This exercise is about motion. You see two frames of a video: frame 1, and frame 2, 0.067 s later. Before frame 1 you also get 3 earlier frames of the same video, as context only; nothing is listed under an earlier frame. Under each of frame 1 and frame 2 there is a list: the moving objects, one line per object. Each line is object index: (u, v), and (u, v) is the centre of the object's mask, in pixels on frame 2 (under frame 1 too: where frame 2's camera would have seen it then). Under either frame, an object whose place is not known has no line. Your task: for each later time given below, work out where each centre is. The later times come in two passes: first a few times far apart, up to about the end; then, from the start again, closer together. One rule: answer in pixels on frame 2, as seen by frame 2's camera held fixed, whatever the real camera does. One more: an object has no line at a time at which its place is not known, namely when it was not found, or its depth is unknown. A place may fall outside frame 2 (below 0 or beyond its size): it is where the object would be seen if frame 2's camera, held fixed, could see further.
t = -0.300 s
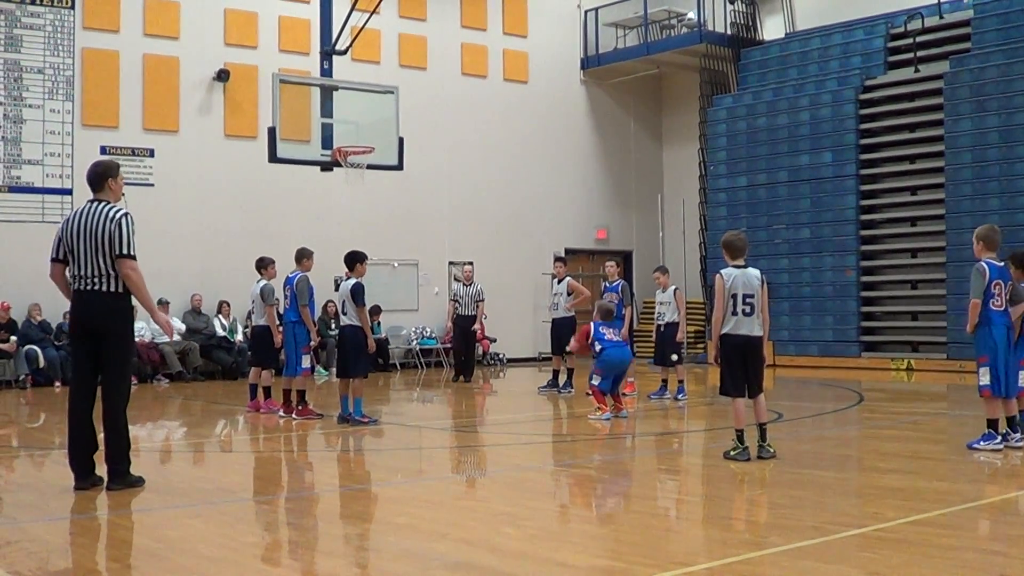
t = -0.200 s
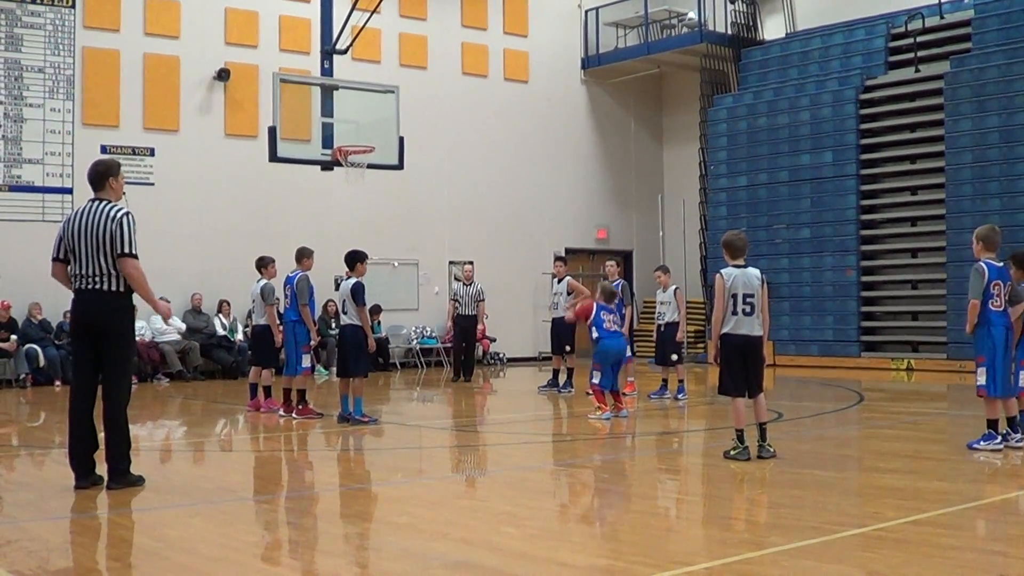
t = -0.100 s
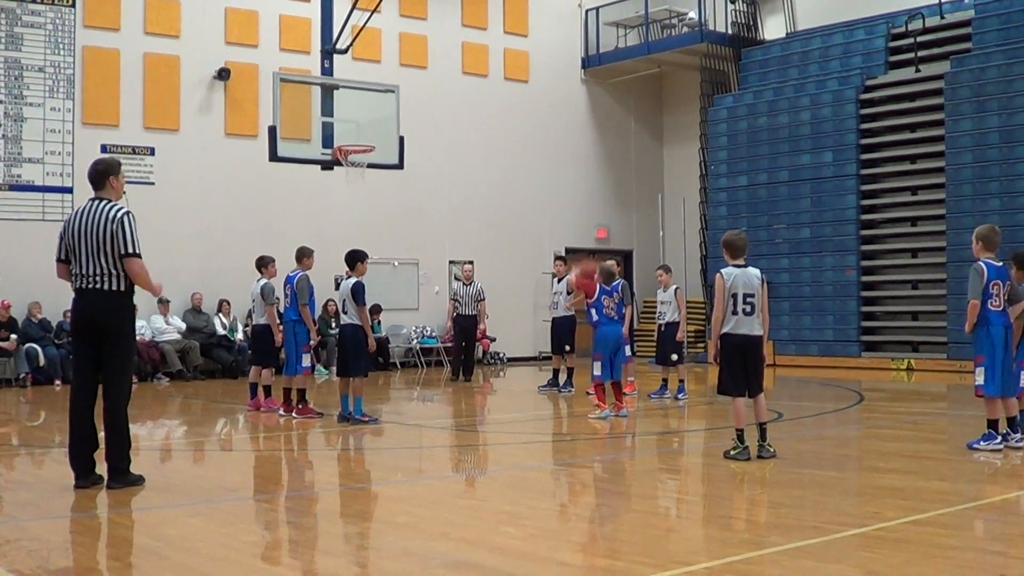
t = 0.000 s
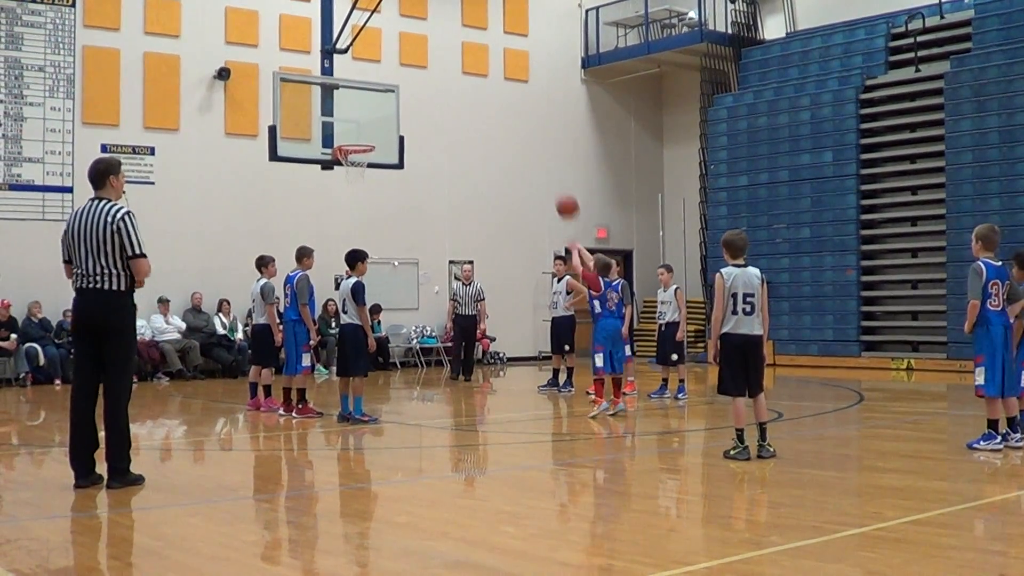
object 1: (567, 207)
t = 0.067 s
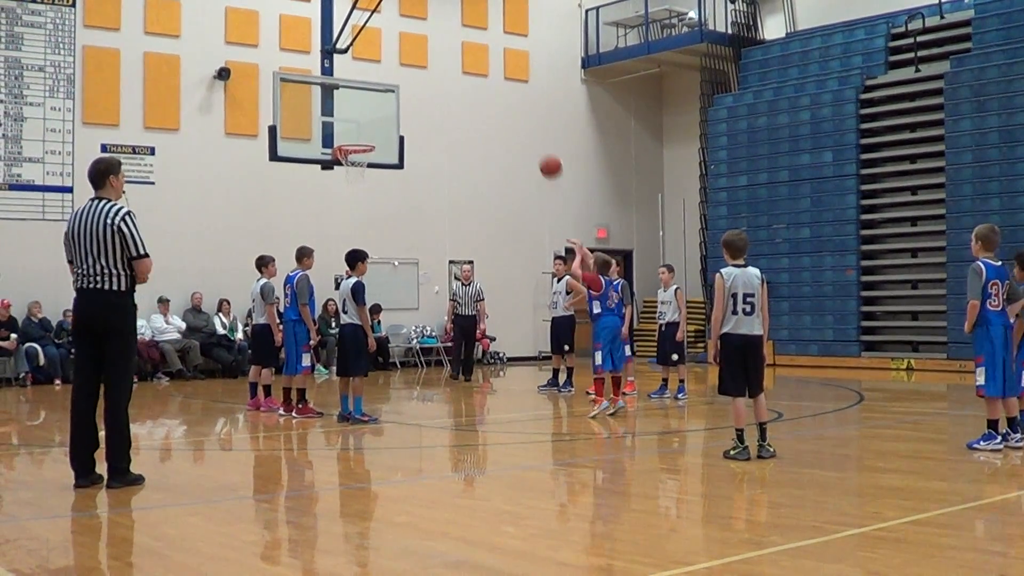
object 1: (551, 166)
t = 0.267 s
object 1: (504, 78)
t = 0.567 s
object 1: (443, 25)
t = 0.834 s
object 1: (396, 42)
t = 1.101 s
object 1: (353, 113)
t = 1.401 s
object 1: (351, 103)
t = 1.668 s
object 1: (364, 108)
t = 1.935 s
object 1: (378, 168)
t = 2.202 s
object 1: (394, 288)
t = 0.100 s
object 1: (542, 149)
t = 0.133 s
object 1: (534, 132)
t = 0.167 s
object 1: (526, 117)
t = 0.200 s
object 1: (519, 103)
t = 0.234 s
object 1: (511, 90)
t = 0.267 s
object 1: (504, 78)
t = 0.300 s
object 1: (496, 68)
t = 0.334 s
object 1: (490, 59)
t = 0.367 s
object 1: (482, 51)
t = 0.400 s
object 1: (476, 44)
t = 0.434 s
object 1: (469, 38)
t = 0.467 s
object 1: (462, 33)
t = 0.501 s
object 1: (456, 30)
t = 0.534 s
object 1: (449, 27)
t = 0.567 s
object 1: (443, 25)
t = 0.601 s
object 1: (437, 24)
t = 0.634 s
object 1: (431, 24)
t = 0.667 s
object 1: (425, 25)
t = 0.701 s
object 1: (419, 27)
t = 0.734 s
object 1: (413, 30)
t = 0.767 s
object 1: (407, 33)
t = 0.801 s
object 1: (402, 37)
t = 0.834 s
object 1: (396, 42)
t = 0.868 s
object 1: (390, 48)
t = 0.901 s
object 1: (385, 55)
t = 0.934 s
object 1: (379, 63)
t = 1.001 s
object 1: (368, 81)
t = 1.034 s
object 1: (363, 91)
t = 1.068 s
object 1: (358, 101)
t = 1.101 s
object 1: (353, 113)
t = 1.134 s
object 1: (348, 125)
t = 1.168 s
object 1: (343, 137)
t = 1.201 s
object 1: (342, 134)
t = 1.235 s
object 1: (343, 127)
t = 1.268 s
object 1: (345, 120)
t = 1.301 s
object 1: (346, 115)
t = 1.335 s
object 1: (348, 110)
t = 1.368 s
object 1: (349, 106)
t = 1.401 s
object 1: (351, 103)
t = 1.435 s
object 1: (353, 100)
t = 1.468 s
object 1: (354, 99)
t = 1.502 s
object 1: (356, 98)
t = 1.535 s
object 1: (358, 98)
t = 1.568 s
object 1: (359, 99)
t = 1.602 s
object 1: (361, 101)
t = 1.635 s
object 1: (362, 104)
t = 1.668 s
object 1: (364, 108)
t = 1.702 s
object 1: (366, 112)
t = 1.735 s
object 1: (367, 118)
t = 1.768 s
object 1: (369, 124)
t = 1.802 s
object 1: (371, 131)
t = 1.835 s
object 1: (373, 139)
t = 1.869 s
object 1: (374, 148)
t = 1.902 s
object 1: (376, 158)
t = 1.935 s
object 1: (378, 168)
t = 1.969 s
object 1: (380, 180)
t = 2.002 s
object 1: (382, 192)
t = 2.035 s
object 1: (384, 206)
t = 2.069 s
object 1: (386, 221)
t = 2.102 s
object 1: (388, 236)
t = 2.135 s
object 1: (390, 252)
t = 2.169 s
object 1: (391, 270)
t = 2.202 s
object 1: (394, 288)
